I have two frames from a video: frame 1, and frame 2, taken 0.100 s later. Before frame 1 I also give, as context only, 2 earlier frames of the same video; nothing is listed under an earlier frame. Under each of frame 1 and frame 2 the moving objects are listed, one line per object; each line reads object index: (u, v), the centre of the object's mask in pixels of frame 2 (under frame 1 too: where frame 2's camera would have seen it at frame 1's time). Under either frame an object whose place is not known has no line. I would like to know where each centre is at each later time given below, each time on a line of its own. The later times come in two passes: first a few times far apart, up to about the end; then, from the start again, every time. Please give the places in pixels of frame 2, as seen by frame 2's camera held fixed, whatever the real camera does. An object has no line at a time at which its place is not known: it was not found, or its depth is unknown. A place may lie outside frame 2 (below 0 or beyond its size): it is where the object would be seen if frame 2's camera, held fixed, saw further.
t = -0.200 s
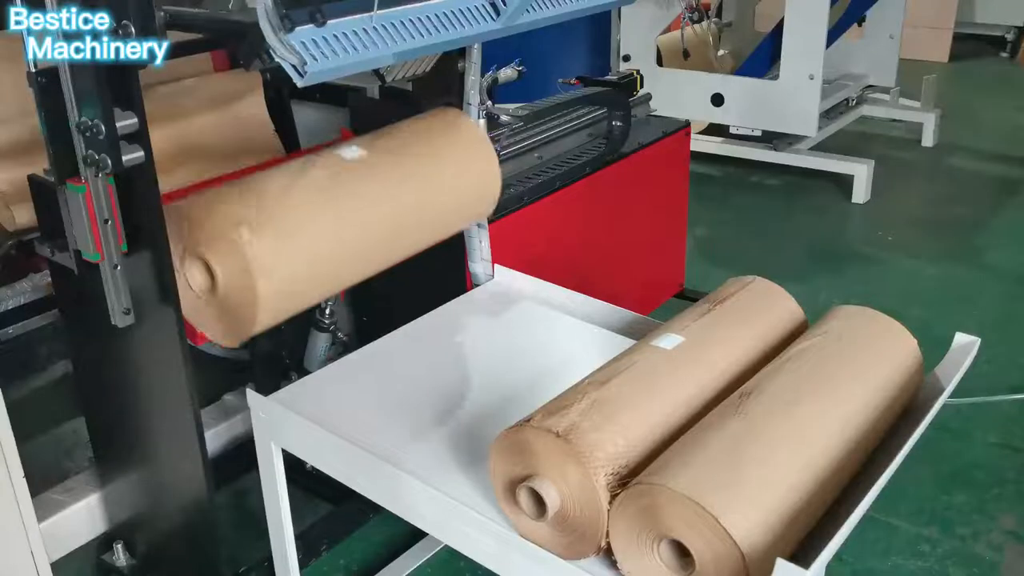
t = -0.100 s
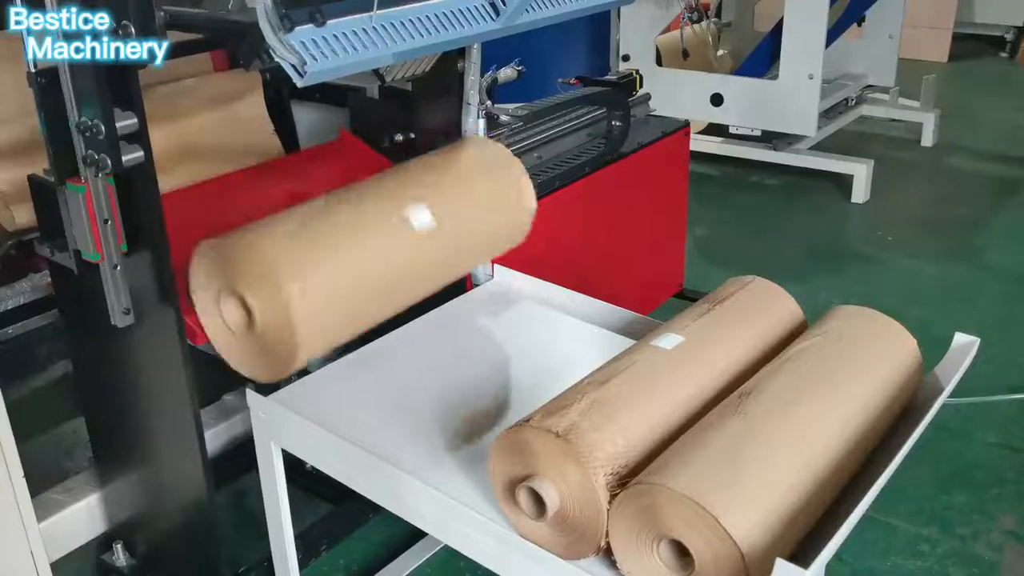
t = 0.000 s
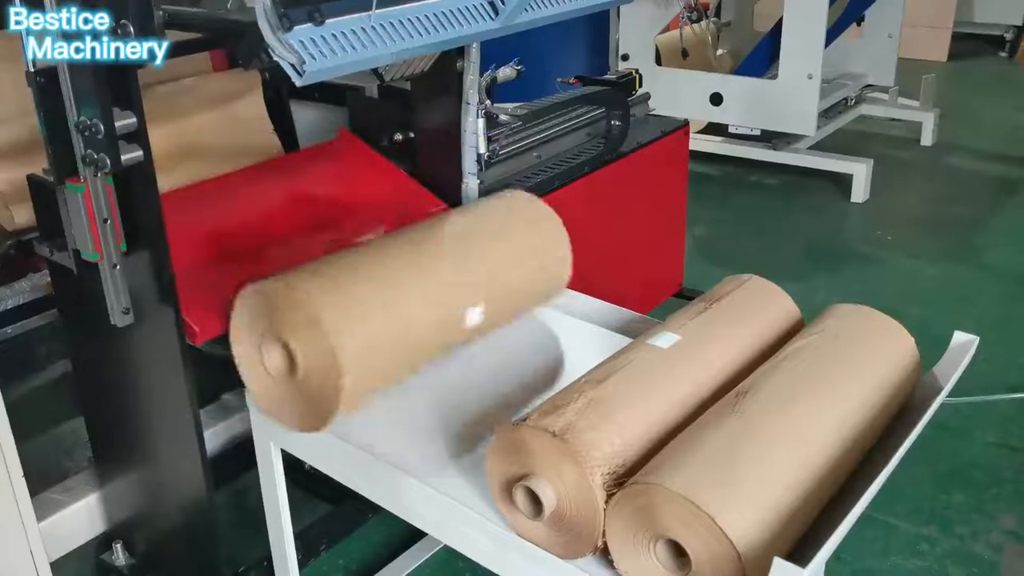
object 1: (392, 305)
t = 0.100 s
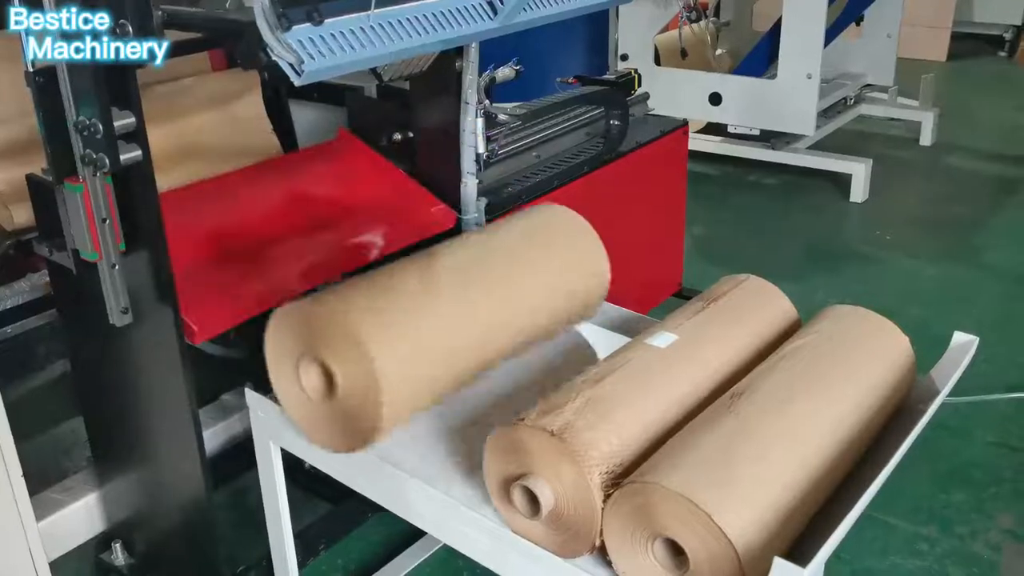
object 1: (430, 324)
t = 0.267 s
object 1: (493, 350)
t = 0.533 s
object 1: (513, 359)
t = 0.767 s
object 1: (514, 360)
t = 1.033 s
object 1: (514, 360)
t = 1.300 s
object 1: (514, 360)
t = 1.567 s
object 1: (514, 360)
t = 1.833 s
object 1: (514, 360)
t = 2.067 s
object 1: (514, 360)
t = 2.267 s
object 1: (514, 360)
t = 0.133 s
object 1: (442, 329)
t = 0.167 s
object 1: (455, 335)
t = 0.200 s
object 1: (468, 341)
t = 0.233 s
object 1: (482, 346)
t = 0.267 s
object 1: (493, 350)
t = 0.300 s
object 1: (502, 353)
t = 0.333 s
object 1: (508, 352)
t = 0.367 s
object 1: (510, 357)
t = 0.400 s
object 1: (513, 359)
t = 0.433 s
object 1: (514, 360)
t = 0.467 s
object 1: (514, 360)
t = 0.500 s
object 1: (514, 360)
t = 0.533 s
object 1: (513, 359)
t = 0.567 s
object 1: (513, 359)
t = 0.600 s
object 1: (513, 359)
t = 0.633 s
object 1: (513, 360)
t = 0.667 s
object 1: (514, 360)
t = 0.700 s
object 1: (514, 360)
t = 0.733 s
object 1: (514, 360)
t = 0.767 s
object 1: (514, 360)
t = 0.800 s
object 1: (514, 360)
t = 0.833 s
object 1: (514, 360)
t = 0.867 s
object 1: (514, 360)
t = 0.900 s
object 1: (514, 360)
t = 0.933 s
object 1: (514, 360)
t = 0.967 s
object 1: (514, 360)
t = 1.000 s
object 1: (514, 360)
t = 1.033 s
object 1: (514, 360)
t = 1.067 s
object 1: (514, 360)
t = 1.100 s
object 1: (514, 360)
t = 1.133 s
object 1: (514, 360)
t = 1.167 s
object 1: (514, 360)
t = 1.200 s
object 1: (514, 360)
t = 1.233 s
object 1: (514, 360)
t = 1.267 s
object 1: (514, 360)
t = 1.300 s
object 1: (514, 360)
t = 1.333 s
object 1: (514, 360)
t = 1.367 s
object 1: (514, 360)
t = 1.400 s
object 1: (514, 360)
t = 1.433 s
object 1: (514, 360)
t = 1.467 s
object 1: (514, 360)
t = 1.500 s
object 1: (514, 360)
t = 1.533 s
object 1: (514, 360)
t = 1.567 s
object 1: (514, 360)
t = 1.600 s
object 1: (514, 360)
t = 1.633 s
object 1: (514, 360)
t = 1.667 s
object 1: (514, 360)
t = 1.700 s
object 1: (514, 360)
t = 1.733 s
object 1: (514, 360)
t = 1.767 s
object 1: (514, 360)
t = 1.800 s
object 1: (514, 360)
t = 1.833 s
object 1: (514, 360)
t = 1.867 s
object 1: (514, 360)
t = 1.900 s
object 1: (514, 360)
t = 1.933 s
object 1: (514, 361)
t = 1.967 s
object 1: (514, 360)
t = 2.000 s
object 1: (514, 360)
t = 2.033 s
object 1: (514, 360)
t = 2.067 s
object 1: (514, 360)
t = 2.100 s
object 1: (514, 360)
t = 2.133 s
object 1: (514, 360)
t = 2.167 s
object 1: (514, 360)
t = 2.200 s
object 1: (514, 360)
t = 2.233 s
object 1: (514, 360)
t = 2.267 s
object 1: (514, 360)
